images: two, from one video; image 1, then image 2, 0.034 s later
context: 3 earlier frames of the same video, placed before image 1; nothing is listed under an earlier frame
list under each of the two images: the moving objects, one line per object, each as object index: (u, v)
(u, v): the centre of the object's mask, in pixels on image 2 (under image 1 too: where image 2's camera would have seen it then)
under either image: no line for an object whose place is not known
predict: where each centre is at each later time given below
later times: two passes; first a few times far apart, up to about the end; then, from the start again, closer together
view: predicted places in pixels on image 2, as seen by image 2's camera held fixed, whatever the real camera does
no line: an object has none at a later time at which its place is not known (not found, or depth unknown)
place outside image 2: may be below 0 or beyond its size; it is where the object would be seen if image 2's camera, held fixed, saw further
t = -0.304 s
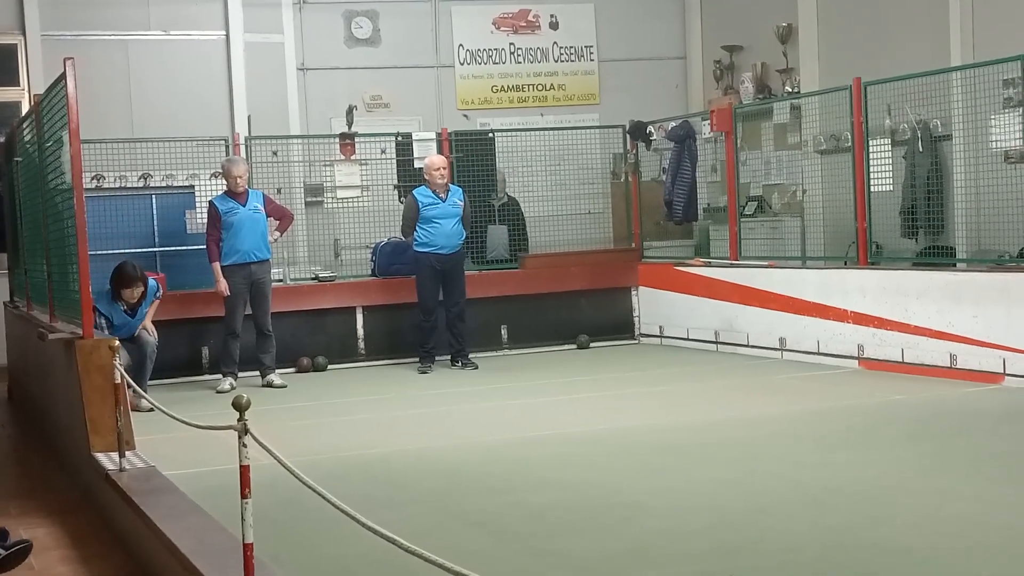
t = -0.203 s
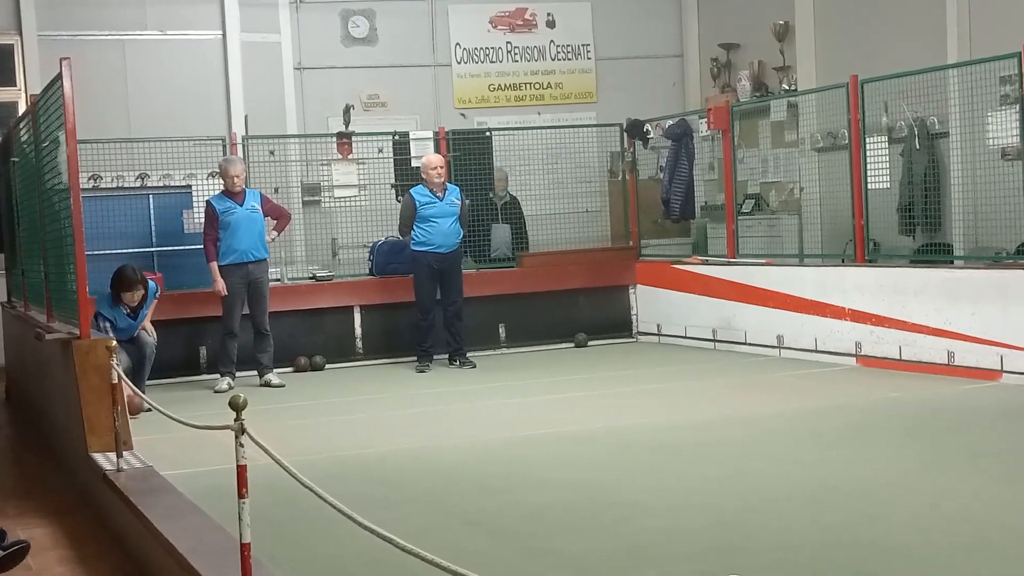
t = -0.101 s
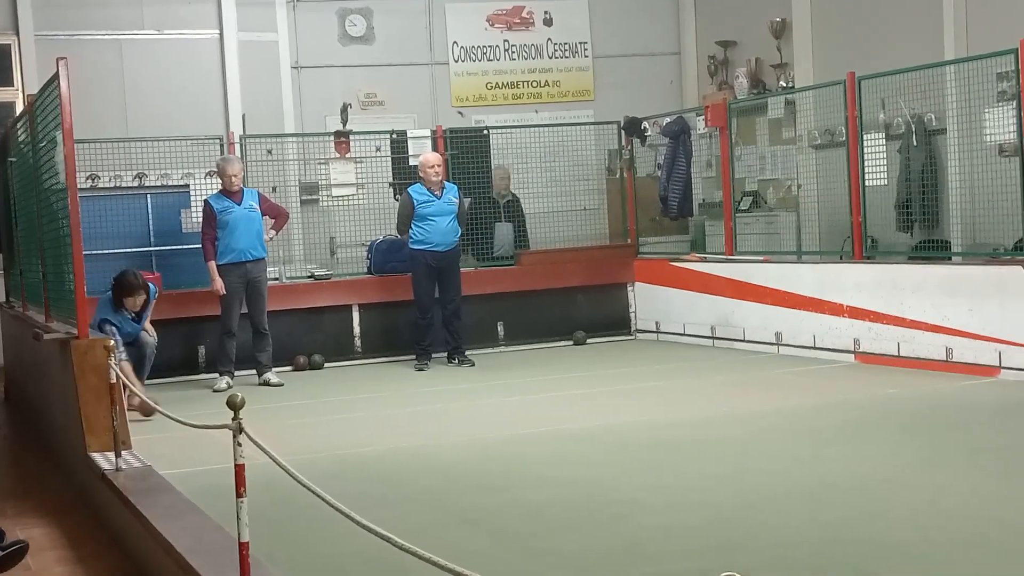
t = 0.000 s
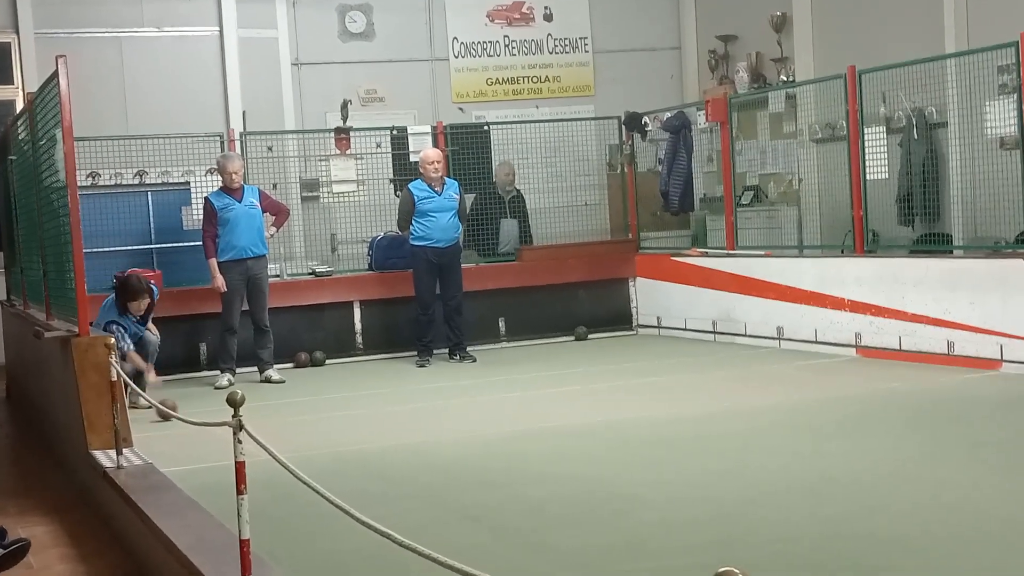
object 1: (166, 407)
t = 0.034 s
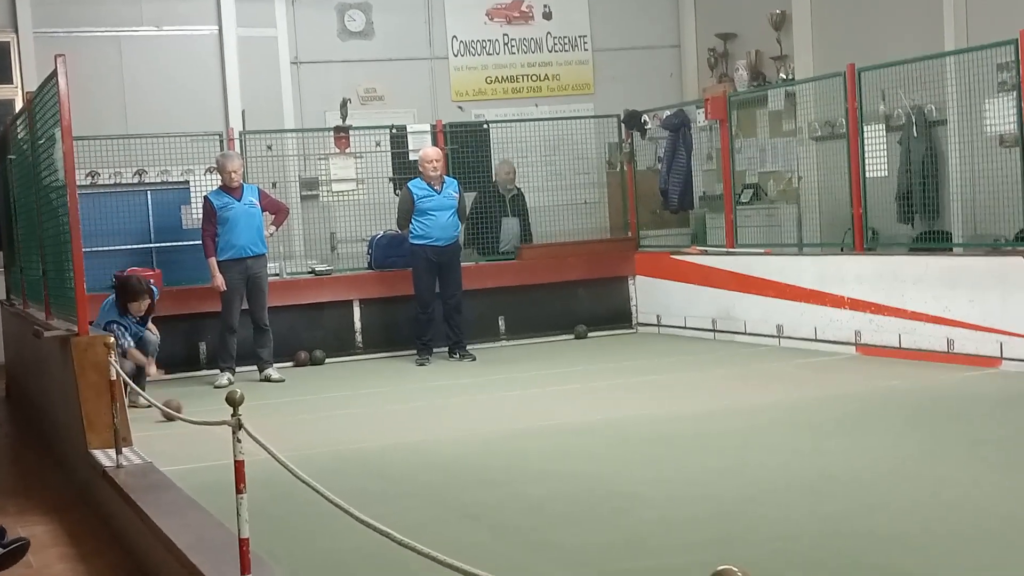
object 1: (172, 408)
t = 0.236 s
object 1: (203, 412)
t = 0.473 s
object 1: (245, 418)
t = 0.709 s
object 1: (288, 424)
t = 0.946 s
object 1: (335, 430)
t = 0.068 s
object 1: (177, 409)
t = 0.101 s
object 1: (183, 409)
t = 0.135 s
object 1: (187, 410)
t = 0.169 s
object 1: (192, 411)
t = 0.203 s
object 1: (197, 412)
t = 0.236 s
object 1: (203, 412)
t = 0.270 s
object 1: (208, 413)
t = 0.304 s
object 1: (214, 413)
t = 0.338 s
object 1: (218, 413)
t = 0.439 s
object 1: (235, 417)
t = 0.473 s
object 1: (245, 418)
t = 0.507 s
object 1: (253, 418)
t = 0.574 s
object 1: (260, 422)
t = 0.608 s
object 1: (267, 422)
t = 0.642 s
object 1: (276, 423)
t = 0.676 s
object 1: (283, 423)
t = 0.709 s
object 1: (288, 424)
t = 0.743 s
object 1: (296, 424)
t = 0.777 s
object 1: (304, 424)
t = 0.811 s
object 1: (310, 425)
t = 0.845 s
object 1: (316, 427)
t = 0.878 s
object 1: (323, 428)
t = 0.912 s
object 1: (329, 429)
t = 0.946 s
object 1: (335, 430)
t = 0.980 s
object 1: (342, 431)
